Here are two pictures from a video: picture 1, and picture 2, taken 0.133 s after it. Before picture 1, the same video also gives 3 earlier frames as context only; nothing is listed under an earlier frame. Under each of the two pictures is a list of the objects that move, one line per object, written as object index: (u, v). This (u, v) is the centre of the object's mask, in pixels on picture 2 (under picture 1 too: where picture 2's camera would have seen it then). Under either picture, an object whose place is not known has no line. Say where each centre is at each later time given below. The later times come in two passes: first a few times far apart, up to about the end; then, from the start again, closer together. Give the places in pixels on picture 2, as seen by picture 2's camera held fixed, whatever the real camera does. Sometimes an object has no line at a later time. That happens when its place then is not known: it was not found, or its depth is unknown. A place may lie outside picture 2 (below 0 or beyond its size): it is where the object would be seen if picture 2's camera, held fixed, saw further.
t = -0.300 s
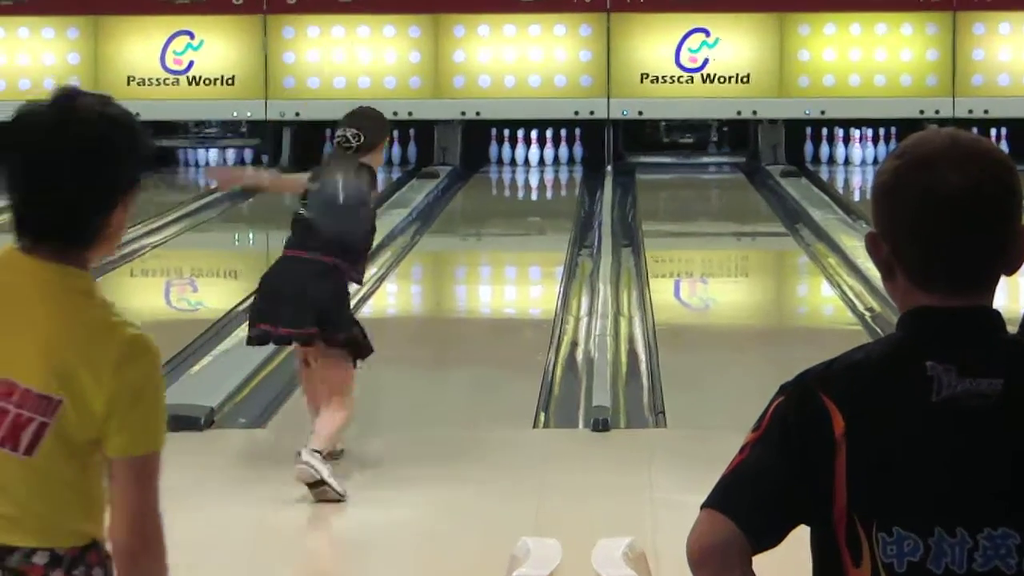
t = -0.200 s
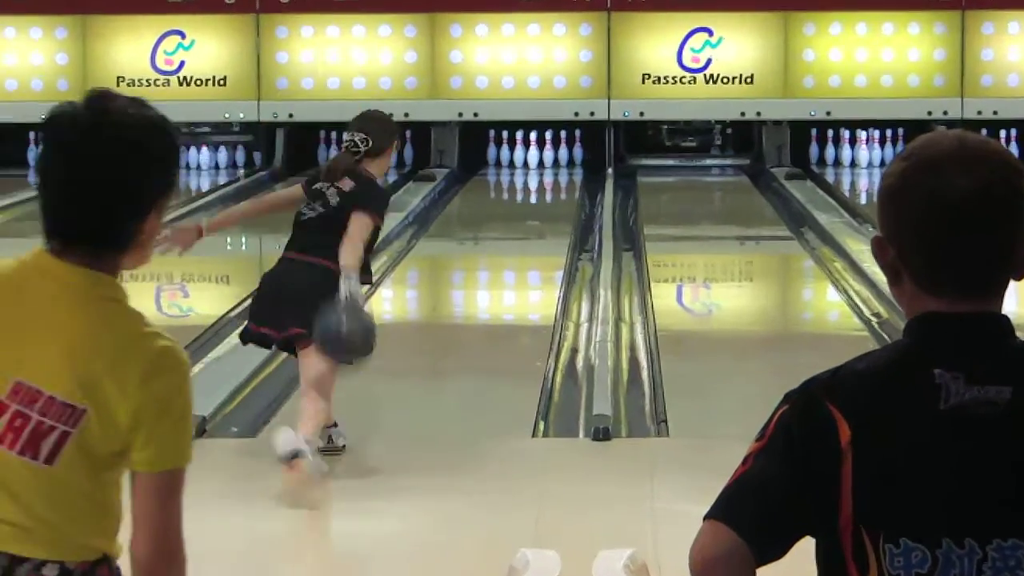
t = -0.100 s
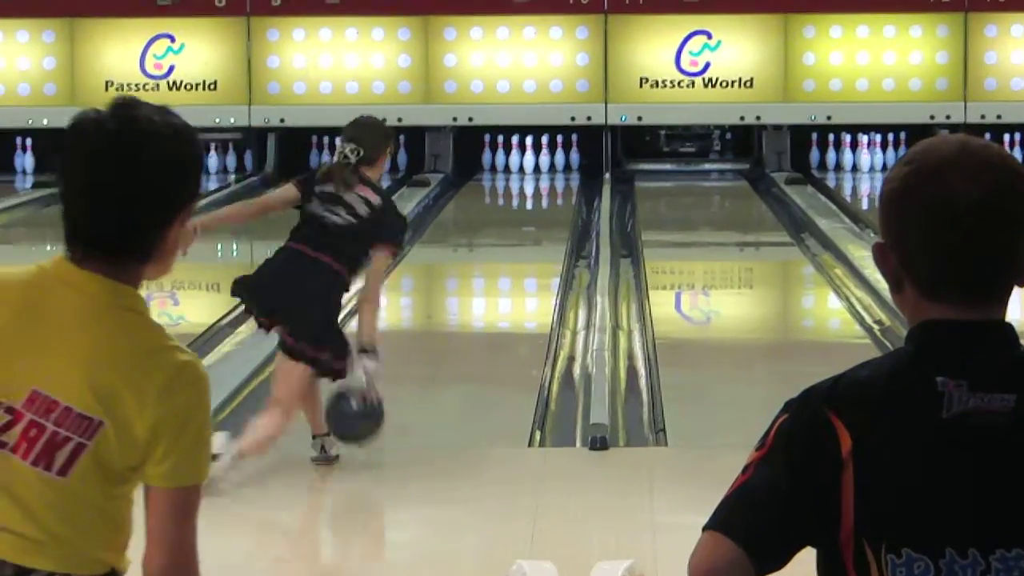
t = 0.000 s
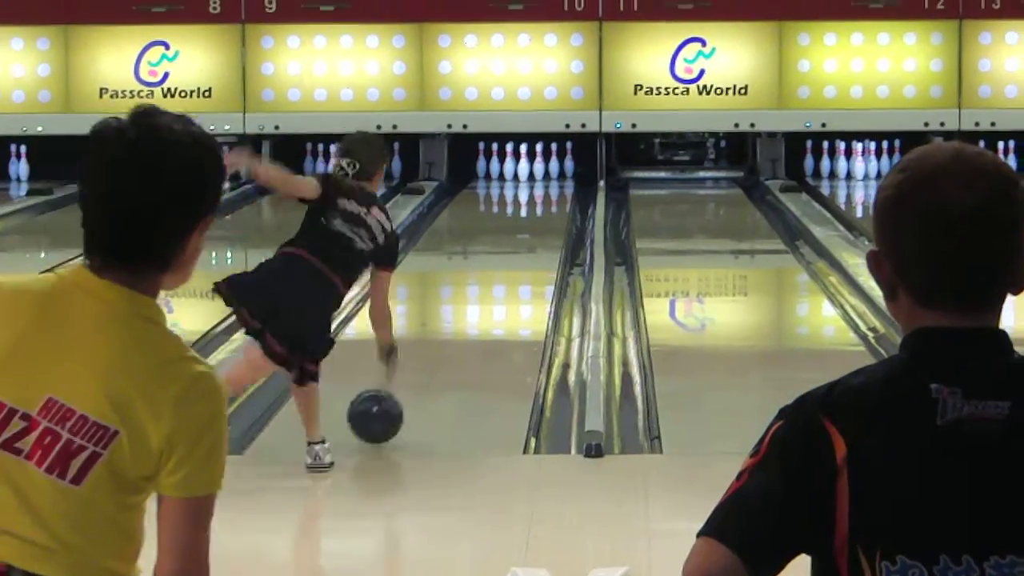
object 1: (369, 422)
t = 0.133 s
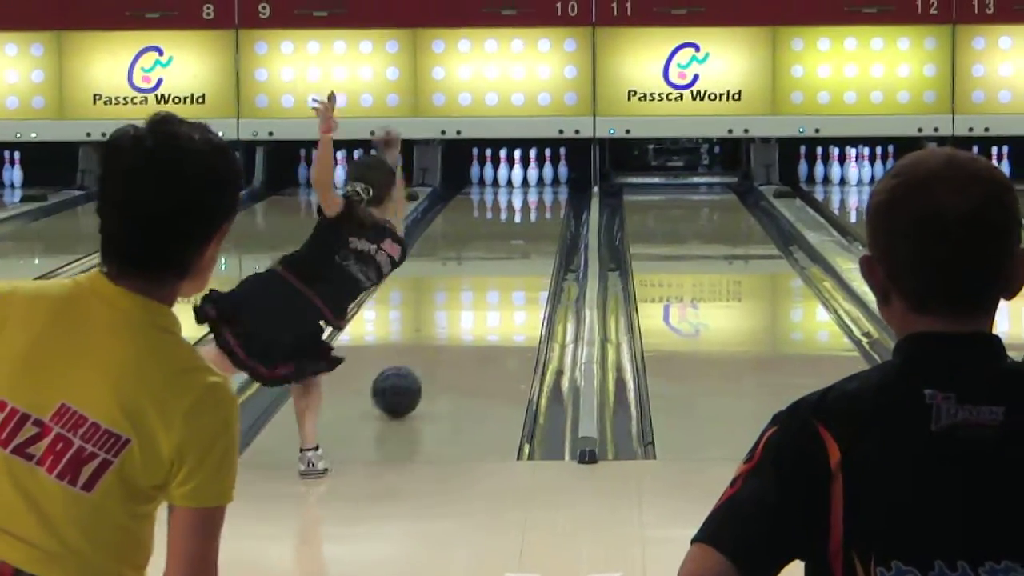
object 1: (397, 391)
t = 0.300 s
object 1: (423, 355)
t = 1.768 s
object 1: (527, 207)
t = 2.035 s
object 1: (530, 195)
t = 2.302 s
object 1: (528, 188)
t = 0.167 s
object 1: (402, 383)
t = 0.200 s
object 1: (408, 376)
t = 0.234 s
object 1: (414, 369)
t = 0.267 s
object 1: (419, 362)
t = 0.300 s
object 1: (423, 355)
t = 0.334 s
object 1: (428, 349)
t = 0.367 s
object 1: (433, 342)
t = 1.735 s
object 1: (526, 210)
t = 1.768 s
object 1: (527, 207)
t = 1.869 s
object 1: (528, 203)
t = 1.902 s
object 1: (529, 202)
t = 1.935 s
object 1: (528, 201)
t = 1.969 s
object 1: (529, 198)
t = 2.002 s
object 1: (529, 196)
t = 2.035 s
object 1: (530, 195)
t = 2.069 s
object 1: (530, 194)
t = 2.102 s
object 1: (530, 193)
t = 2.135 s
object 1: (530, 192)
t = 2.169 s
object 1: (530, 191)
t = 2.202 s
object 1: (529, 189)
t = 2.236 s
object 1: (528, 188)
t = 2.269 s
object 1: (528, 187)
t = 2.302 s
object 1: (528, 188)
